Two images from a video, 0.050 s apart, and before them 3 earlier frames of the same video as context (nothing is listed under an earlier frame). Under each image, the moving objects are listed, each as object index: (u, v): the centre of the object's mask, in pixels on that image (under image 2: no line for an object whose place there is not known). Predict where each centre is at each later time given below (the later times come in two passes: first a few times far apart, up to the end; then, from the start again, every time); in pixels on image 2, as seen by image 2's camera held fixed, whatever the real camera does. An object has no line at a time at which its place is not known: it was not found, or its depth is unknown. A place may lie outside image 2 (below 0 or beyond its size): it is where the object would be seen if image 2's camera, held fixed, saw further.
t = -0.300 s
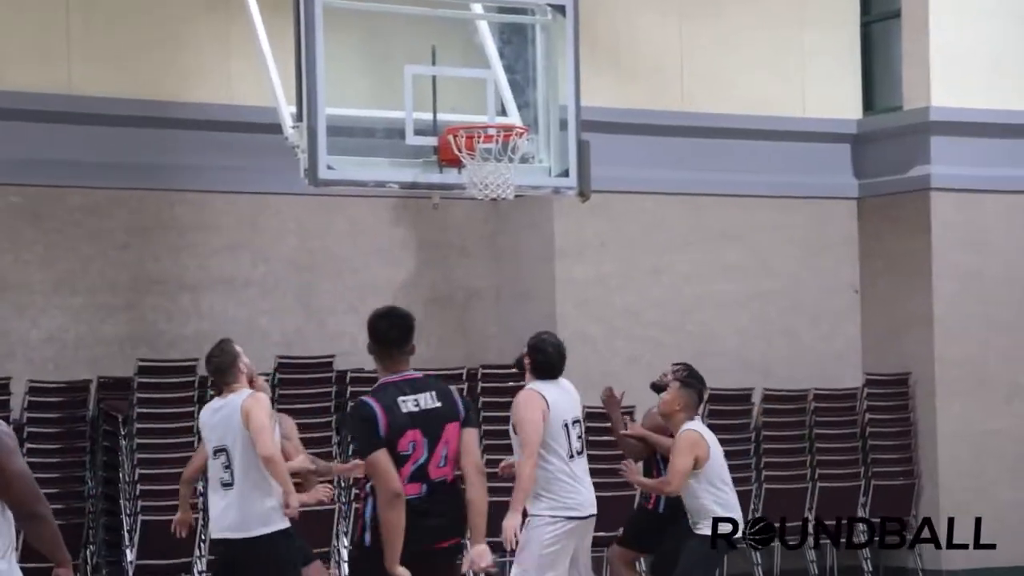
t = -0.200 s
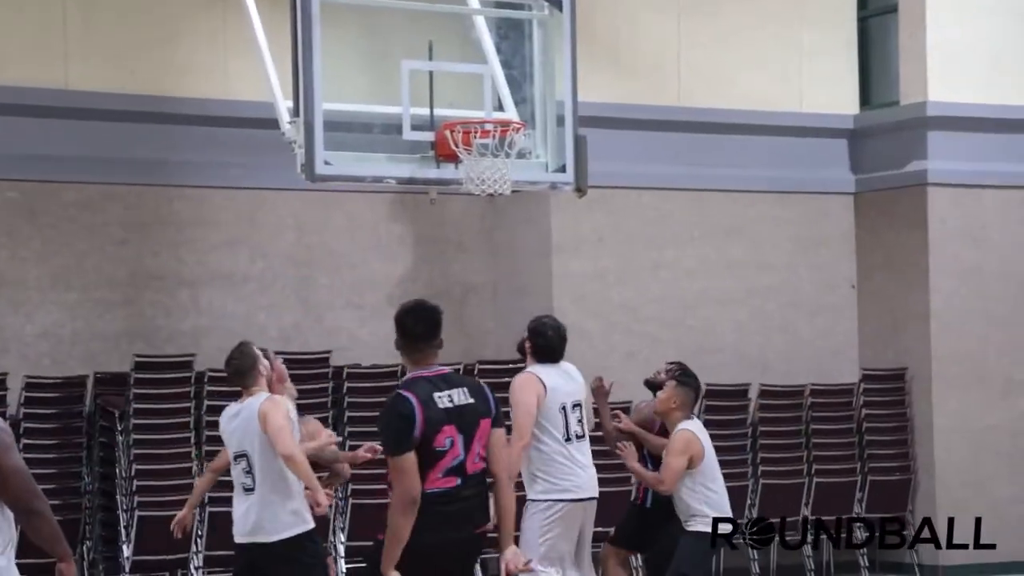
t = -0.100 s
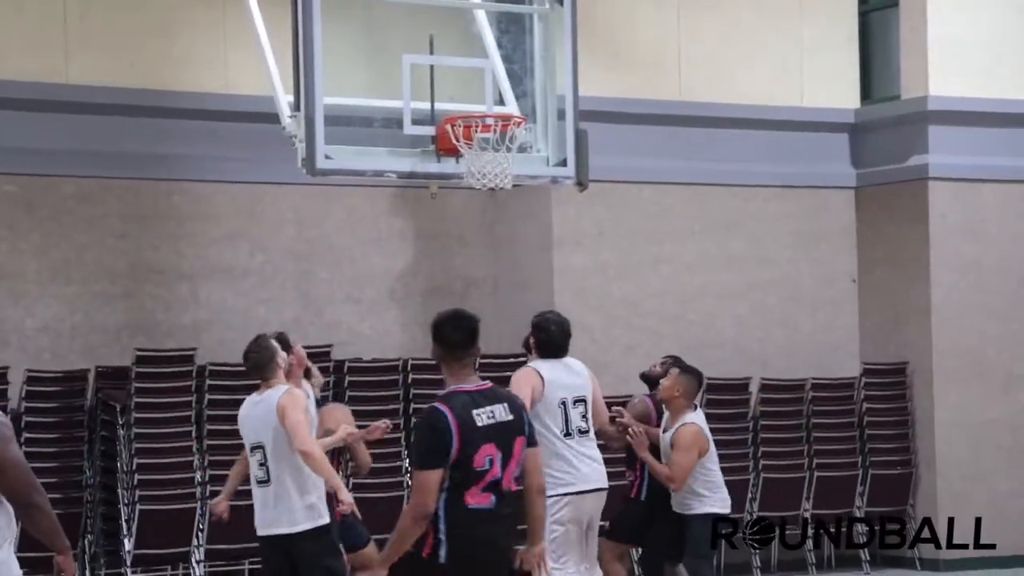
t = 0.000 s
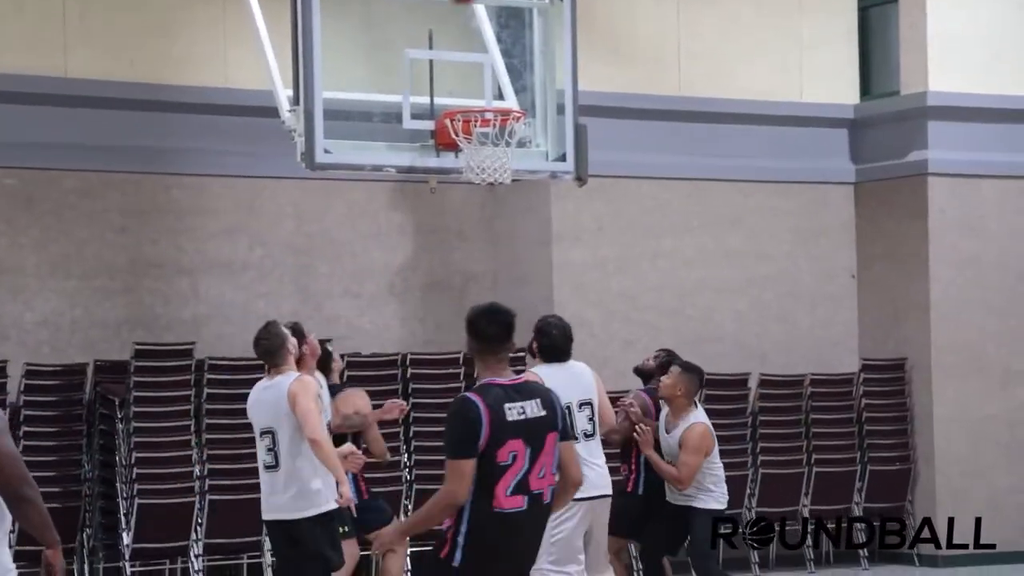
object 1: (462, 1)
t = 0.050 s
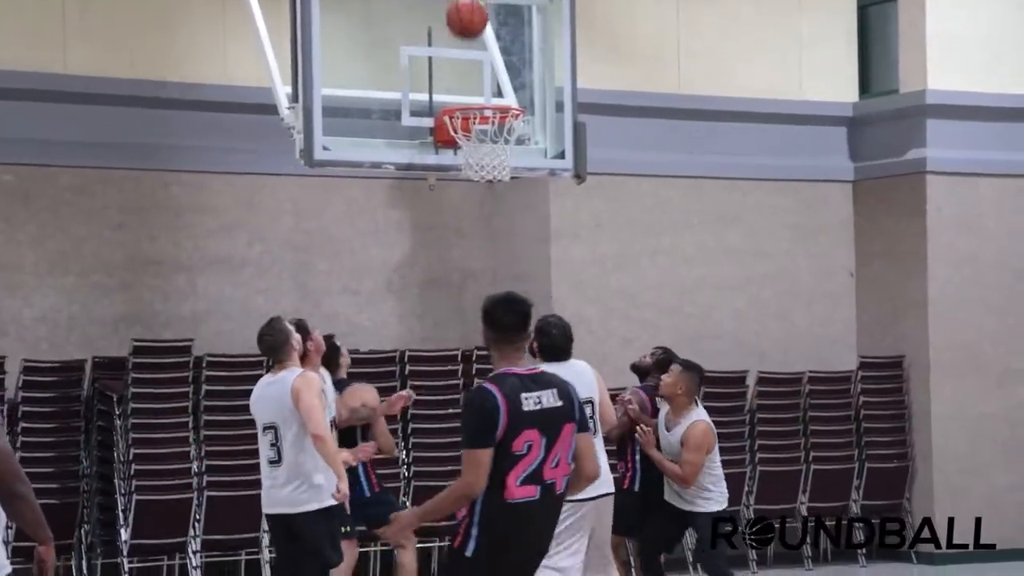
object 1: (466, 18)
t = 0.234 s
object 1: (495, 125)
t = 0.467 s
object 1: (469, 161)
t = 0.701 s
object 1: (476, 217)
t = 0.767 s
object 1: (479, 252)
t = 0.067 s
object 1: (468, 31)
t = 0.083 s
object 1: (470, 46)
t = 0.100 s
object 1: (472, 61)
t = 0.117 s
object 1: (474, 76)
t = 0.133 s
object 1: (475, 89)
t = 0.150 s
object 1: (477, 97)
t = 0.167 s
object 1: (482, 106)
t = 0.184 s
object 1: (485, 106)
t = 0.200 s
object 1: (490, 107)
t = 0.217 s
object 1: (496, 120)
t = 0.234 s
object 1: (495, 125)
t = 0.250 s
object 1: (491, 128)
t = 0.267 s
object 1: (482, 133)
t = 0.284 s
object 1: (476, 139)
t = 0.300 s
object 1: (472, 146)
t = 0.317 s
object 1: (467, 153)
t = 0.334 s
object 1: (471, 167)
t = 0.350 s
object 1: (468, 166)
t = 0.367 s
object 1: (465, 165)
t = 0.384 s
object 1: (466, 163)
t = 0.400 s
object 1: (467, 161)
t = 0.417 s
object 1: (467, 161)
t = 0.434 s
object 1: (468, 160)
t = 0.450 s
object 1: (468, 161)
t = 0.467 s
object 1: (469, 161)
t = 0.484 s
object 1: (470, 163)
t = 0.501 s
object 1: (469, 166)
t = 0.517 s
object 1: (470, 168)
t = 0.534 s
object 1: (470, 170)
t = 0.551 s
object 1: (471, 173)
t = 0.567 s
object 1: (470, 177)
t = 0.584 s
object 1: (471, 181)
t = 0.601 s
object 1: (472, 184)
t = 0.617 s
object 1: (472, 188)
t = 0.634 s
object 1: (473, 192)
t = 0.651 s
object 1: (474, 197)
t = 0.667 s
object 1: (475, 203)
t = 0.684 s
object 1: (475, 209)
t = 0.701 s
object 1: (476, 217)
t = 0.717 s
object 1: (477, 226)
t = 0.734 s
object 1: (478, 234)
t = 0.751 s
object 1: (478, 242)
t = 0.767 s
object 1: (479, 252)
